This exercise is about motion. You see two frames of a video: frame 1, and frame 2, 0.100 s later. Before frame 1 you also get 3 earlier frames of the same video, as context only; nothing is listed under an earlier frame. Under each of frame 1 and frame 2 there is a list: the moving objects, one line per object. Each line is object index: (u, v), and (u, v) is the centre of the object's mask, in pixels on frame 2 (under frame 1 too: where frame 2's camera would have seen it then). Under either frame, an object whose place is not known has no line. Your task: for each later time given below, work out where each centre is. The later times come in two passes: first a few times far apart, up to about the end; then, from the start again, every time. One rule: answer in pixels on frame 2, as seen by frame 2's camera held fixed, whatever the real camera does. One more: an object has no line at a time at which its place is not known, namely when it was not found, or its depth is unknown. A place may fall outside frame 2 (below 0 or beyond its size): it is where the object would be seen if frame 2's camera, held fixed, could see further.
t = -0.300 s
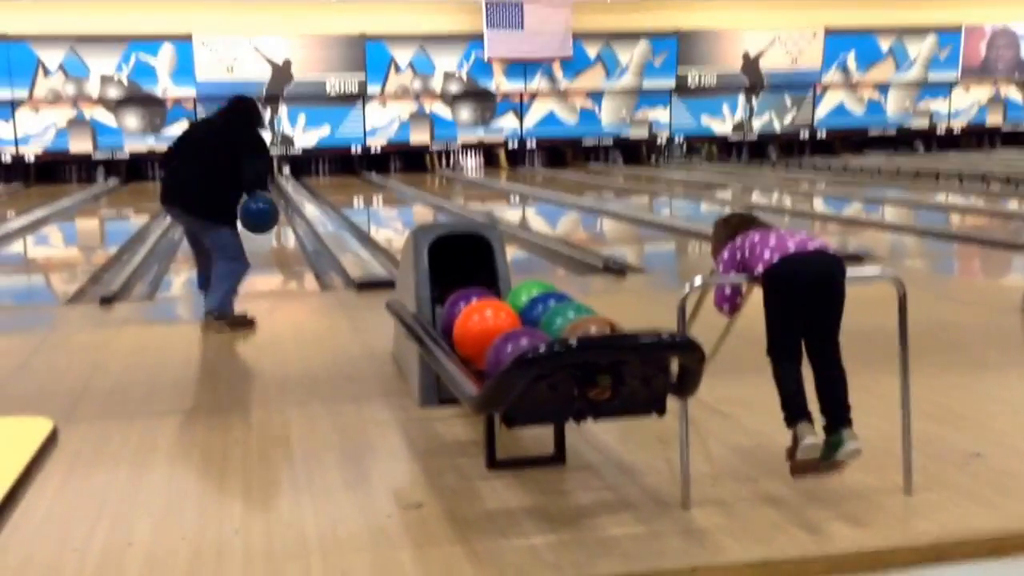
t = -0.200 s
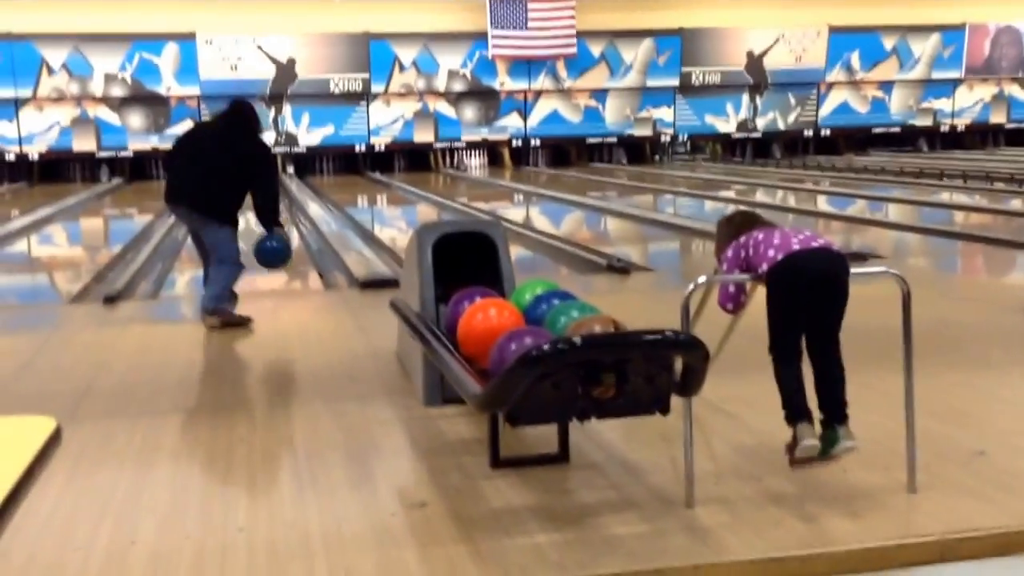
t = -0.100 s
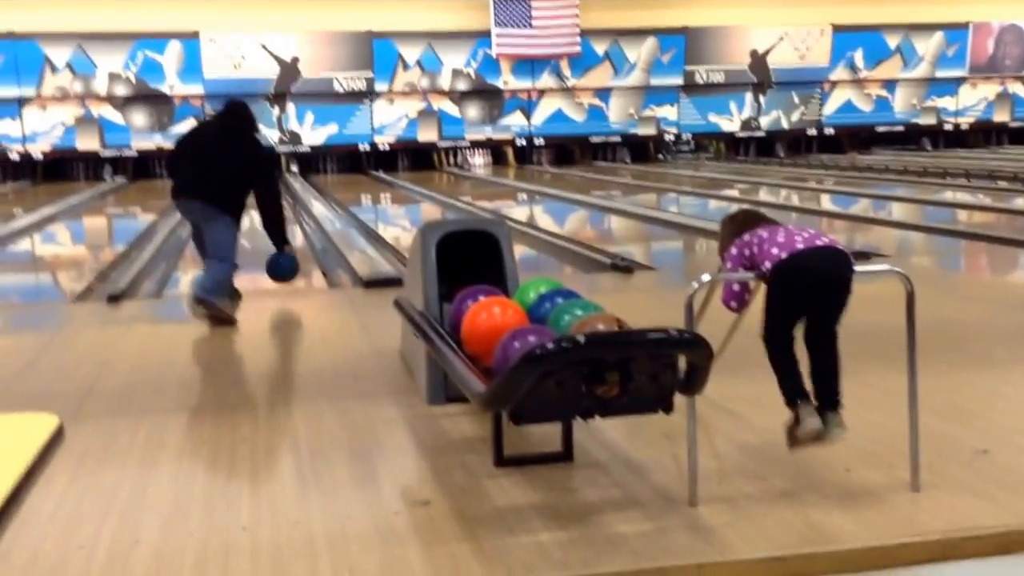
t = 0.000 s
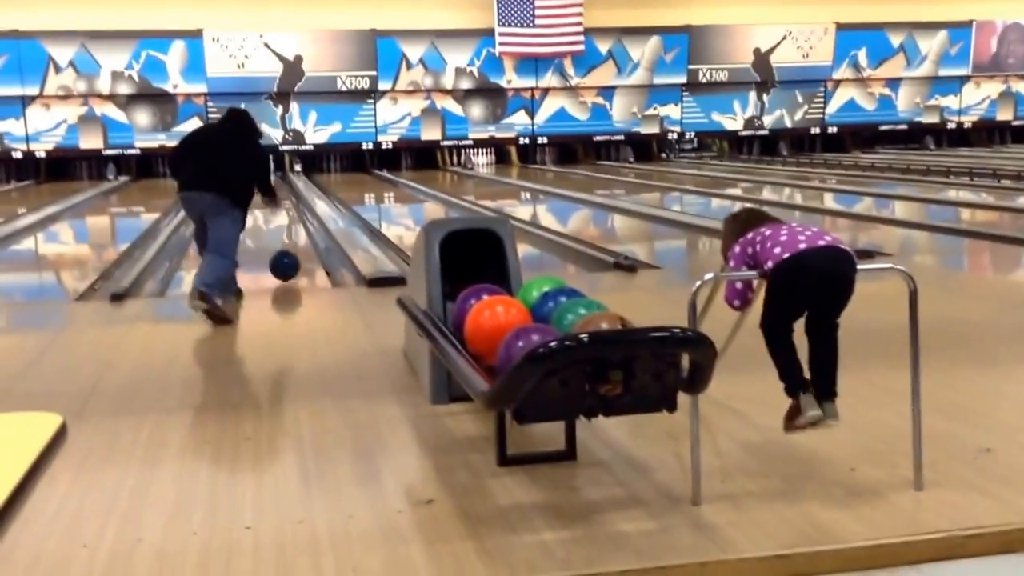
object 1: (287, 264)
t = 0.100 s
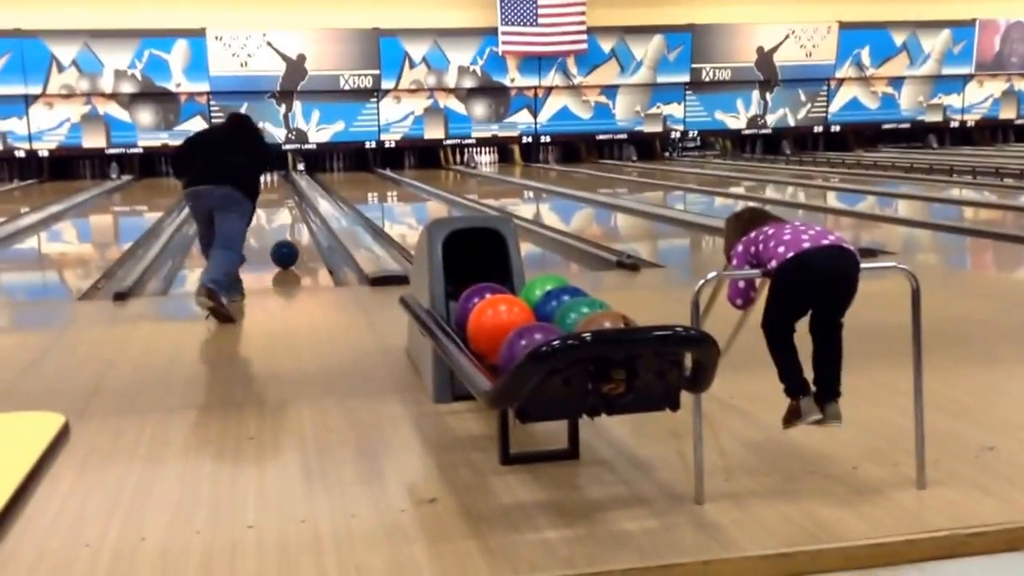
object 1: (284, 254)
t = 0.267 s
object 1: (280, 238)
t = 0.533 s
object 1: (276, 220)
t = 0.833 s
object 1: (273, 206)
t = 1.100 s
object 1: (274, 198)
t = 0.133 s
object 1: (283, 250)
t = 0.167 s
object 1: (283, 247)
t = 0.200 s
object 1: (282, 244)
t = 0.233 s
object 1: (281, 241)
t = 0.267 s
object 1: (280, 238)
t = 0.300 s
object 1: (279, 235)
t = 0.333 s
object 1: (279, 233)
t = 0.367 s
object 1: (278, 230)
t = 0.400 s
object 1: (277, 228)
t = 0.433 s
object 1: (277, 225)
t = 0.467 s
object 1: (277, 223)
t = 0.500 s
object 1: (277, 222)
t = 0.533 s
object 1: (276, 220)
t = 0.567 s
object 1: (276, 218)
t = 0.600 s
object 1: (275, 216)
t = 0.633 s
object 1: (275, 215)
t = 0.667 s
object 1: (275, 213)
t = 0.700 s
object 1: (275, 212)
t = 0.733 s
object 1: (275, 211)
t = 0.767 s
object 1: (275, 210)
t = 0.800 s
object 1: (274, 208)
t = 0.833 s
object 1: (273, 206)
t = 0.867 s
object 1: (274, 205)
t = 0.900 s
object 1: (273, 205)
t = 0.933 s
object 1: (274, 203)
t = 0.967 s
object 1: (273, 202)
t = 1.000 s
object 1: (273, 201)
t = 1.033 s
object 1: (273, 200)
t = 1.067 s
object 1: (274, 199)
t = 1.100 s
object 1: (274, 198)
